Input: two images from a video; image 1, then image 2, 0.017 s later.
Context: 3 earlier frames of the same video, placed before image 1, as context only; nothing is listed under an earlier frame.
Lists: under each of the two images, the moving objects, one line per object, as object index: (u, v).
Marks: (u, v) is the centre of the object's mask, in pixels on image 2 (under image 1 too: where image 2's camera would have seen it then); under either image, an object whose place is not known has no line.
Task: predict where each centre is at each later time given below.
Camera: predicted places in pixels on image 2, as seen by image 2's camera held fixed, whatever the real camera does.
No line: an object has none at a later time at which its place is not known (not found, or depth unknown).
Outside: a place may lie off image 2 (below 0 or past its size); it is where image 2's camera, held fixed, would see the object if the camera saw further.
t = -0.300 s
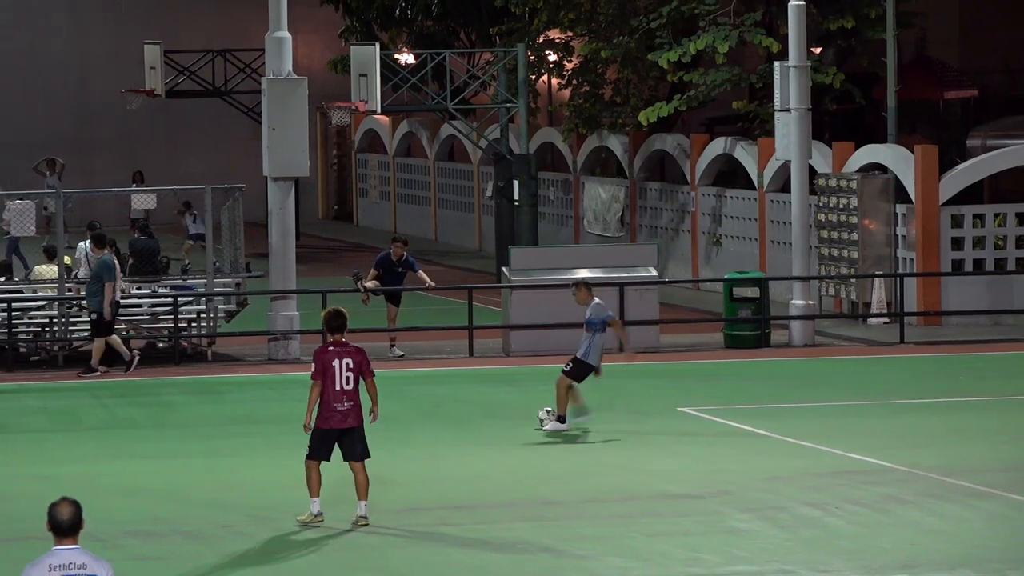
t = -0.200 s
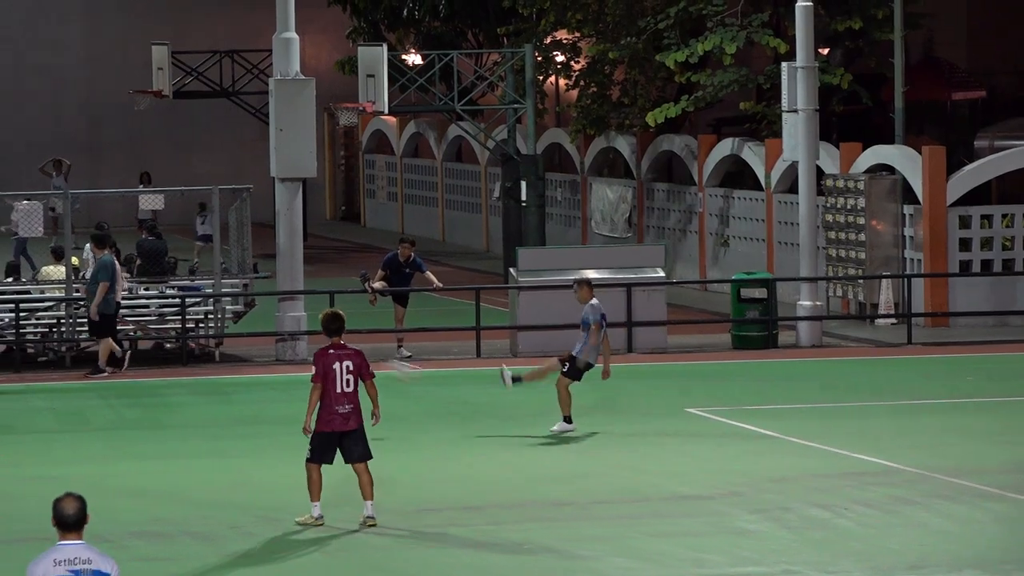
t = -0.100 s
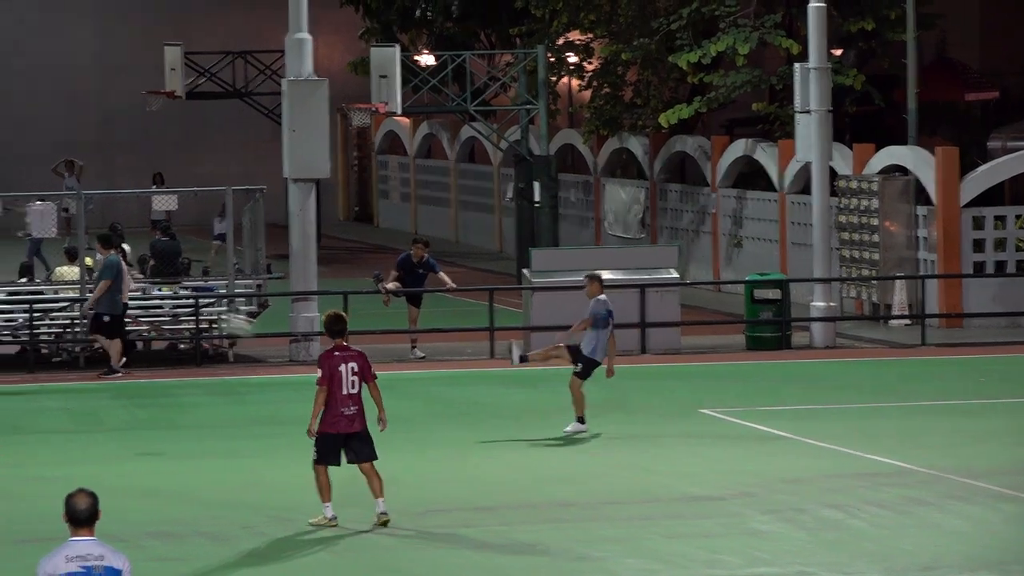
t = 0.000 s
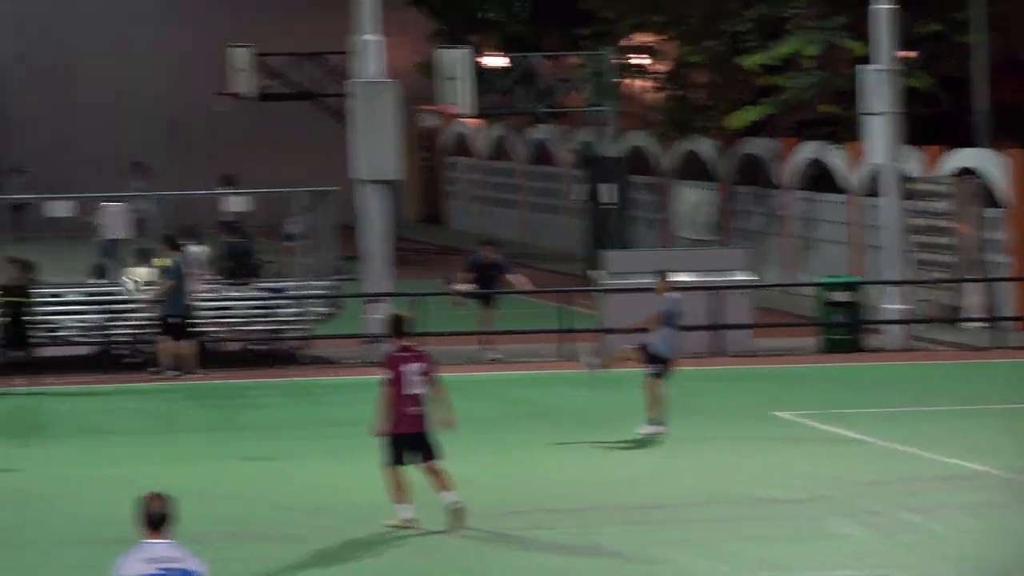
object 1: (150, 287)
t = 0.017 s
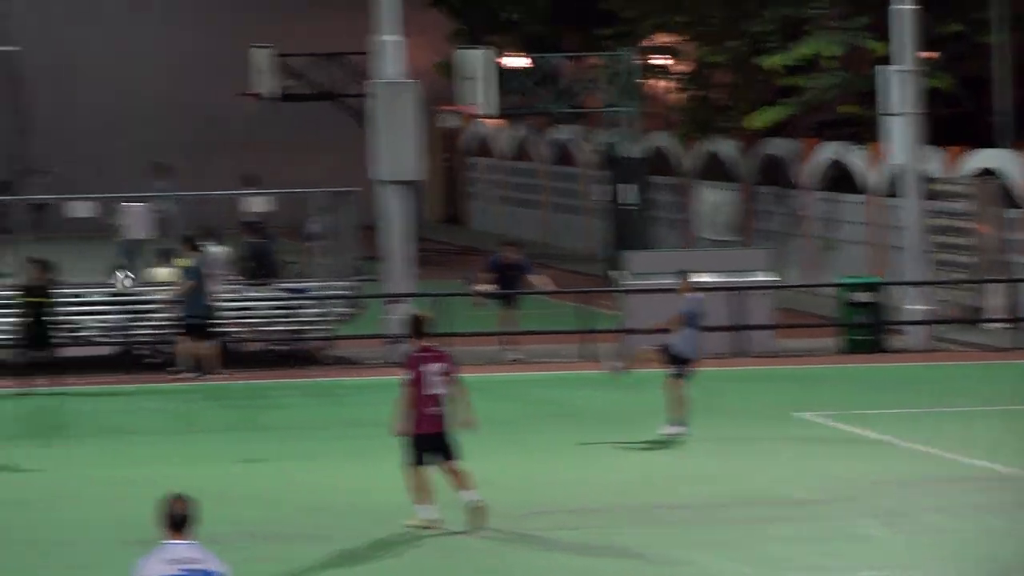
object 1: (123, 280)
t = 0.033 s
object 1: (100, 274)
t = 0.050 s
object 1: (68, 269)
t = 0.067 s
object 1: (38, 263)
